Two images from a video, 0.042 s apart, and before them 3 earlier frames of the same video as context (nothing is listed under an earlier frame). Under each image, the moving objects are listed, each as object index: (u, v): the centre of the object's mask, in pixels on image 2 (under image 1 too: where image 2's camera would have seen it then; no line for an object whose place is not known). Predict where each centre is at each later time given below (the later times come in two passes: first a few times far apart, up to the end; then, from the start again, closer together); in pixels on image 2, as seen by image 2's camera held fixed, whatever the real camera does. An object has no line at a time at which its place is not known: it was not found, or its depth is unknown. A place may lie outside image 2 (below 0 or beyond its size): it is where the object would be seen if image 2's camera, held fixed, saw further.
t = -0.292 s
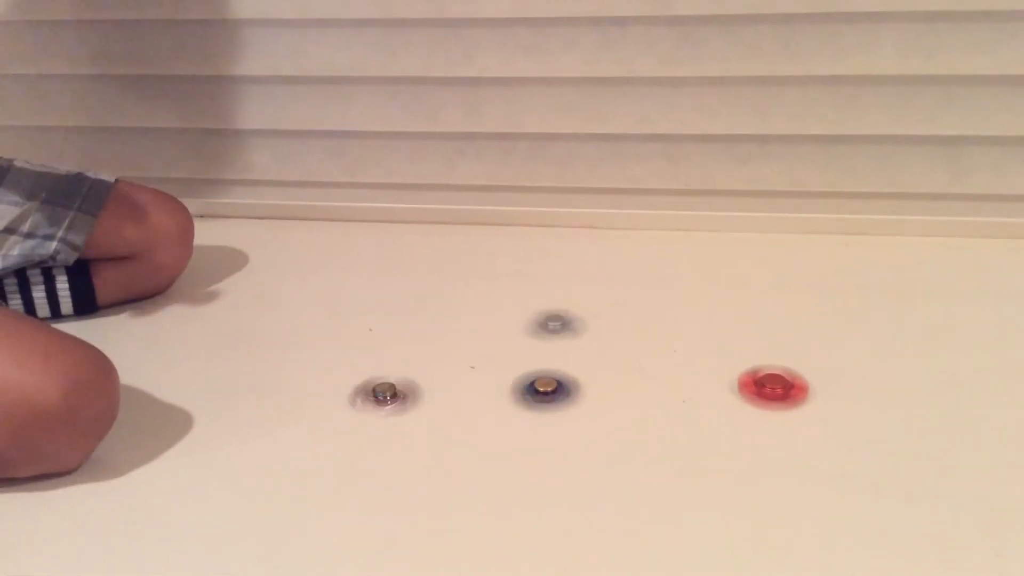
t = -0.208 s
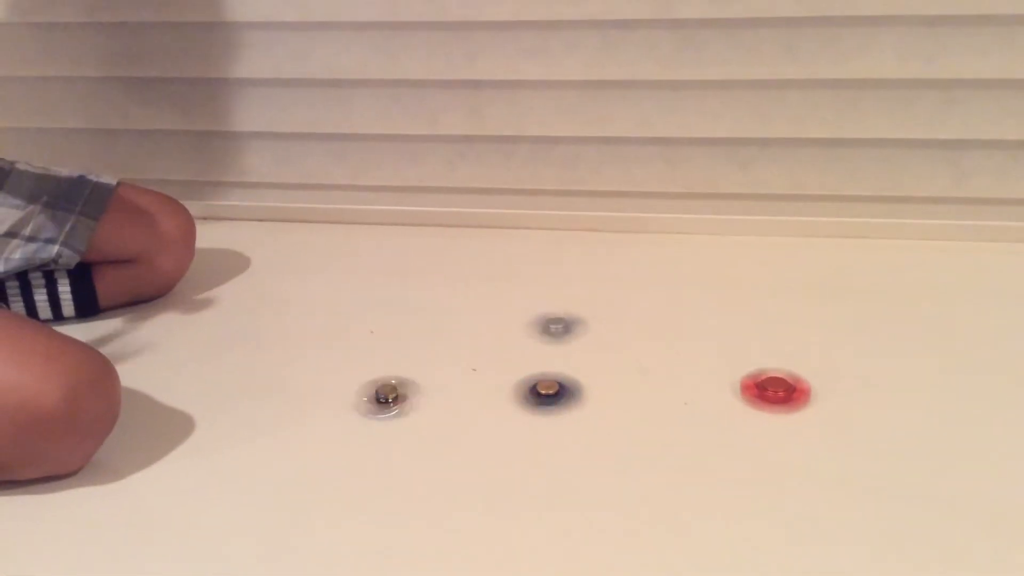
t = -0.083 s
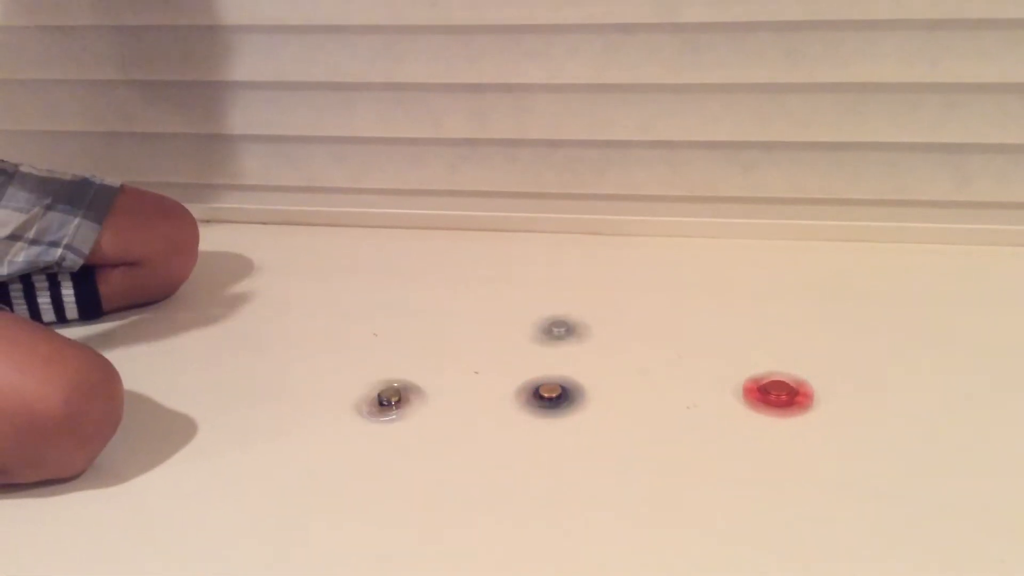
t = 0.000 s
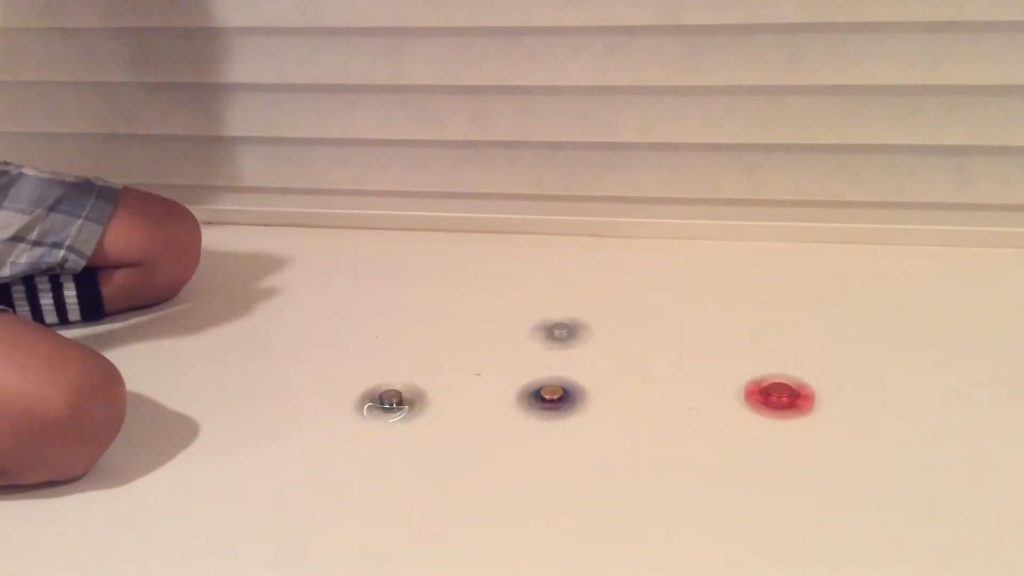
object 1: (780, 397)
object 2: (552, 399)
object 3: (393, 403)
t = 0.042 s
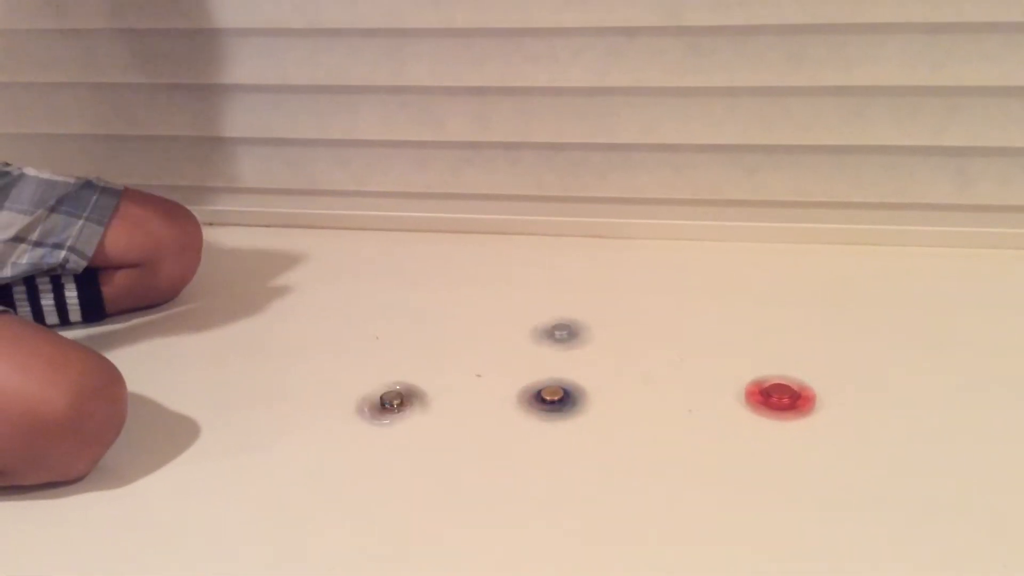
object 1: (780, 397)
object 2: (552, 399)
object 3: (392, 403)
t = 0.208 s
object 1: (780, 397)
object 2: (553, 399)
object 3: (393, 404)
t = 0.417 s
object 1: (780, 398)
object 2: (552, 399)
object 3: (392, 404)
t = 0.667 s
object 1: (780, 397)
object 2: (552, 398)
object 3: (392, 404)
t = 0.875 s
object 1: (780, 397)
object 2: (553, 399)
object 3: (392, 404)
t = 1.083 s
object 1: (779, 397)
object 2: (552, 399)
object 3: (392, 404)
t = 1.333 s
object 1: (780, 397)
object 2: (551, 398)
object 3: (391, 403)
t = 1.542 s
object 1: (780, 397)
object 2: (552, 399)
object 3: (392, 403)
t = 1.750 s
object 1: (780, 397)
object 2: (552, 399)
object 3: (391, 404)
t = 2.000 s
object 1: (780, 397)
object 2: (552, 399)
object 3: (392, 404)
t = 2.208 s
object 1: (780, 398)
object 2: (552, 399)
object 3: (393, 404)
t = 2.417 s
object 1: (780, 398)
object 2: (553, 400)
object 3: (392, 404)
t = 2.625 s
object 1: (781, 398)
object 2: (552, 400)
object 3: (393, 405)
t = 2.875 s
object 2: (552, 398)
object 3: (391, 404)
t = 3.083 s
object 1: (781, 397)
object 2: (553, 398)
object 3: (393, 403)
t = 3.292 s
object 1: (780, 396)
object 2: (552, 398)
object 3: (391, 402)
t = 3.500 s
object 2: (553, 398)
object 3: (393, 403)
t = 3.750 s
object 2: (553, 397)
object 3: (394, 402)
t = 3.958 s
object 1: (781, 397)
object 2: (554, 398)
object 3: (393, 404)
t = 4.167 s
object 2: (553, 398)
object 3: (393, 403)
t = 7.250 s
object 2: (553, 398)
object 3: (391, 403)
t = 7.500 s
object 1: (780, 397)
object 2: (553, 399)
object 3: (392, 404)
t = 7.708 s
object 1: (780, 397)
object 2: (552, 399)
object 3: (392, 404)
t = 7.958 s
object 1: (781, 397)
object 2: (552, 399)
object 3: (391, 405)
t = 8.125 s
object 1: (780, 397)
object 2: (552, 399)
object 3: (391, 404)
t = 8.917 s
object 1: (791, 389)
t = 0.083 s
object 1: (780, 397)
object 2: (552, 399)
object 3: (392, 404)
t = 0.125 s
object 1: (780, 397)
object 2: (552, 399)
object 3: (393, 404)
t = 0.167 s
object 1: (780, 397)
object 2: (553, 399)
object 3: (392, 403)
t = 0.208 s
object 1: (780, 397)
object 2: (553, 399)
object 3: (393, 404)
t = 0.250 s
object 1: (780, 397)
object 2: (552, 399)
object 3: (392, 404)
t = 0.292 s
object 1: (780, 397)
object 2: (552, 399)
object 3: (393, 403)
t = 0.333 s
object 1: (780, 398)
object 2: (552, 399)
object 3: (392, 404)
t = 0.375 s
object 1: (780, 397)
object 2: (552, 399)
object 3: (392, 404)
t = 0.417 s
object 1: (780, 398)
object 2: (552, 399)
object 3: (392, 404)
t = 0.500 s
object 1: (780, 397)
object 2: (552, 398)
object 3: (392, 403)
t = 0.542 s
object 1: (780, 397)
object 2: (552, 399)
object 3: (392, 403)
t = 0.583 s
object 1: (780, 397)
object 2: (553, 399)
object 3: (393, 404)
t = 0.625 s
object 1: (780, 397)
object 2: (553, 399)
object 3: (392, 402)
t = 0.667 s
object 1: (780, 397)
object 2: (552, 398)
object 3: (392, 404)
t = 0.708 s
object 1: (780, 397)
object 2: (554, 398)
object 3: (394, 403)
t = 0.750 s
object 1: (780, 397)
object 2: (553, 399)
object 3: (393, 403)
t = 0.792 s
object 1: (780, 397)
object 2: (553, 398)
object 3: (393, 404)
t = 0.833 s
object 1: (780, 397)
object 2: (552, 398)
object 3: (392, 403)
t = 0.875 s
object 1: (780, 397)
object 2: (553, 399)
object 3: (392, 404)
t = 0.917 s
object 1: (779, 397)
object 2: (552, 399)
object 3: (392, 404)
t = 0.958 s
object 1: (780, 397)
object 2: (552, 399)
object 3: (392, 404)
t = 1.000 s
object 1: (780, 397)
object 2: (552, 399)
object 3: (392, 404)
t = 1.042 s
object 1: (780, 397)
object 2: (552, 399)
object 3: (393, 404)
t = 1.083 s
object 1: (779, 397)
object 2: (552, 399)
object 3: (392, 404)
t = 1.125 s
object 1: (780, 397)
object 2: (552, 399)
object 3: (392, 404)
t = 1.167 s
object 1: (780, 397)
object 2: (552, 399)
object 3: (392, 404)
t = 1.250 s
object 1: (780, 396)
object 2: (553, 398)
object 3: (391, 404)
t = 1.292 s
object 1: (780, 397)
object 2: (553, 399)
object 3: (391, 404)
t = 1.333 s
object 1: (780, 397)
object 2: (551, 398)
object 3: (391, 403)
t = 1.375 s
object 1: (781, 397)
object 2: (552, 398)
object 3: (392, 404)
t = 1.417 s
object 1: (780, 397)
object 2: (552, 399)
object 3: (392, 404)
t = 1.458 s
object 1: (781, 397)
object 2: (552, 399)
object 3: (392, 404)
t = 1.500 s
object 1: (780, 397)
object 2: (552, 399)
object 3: (391, 405)
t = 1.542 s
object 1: (780, 397)
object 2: (552, 399)
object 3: (392, 403)
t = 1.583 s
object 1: (780, 397)
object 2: (552, 399)
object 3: (392, 404)
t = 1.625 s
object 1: (780, 397)
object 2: (552, 399)
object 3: (392, 404)
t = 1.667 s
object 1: (780, 397)
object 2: (553, 399)
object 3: (392, 404)
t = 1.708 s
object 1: (780, 397)
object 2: (553, 399)
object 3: (393, 403)
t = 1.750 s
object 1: (780, 397)
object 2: (552, 399)
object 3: (391, 404)
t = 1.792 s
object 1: (780, 397)
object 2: (552, 399)
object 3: (393, 404)
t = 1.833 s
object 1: (780, 397)
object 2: (553, 399)
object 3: (392, 404)
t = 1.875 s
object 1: (780, 397)
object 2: (552, 399)
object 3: (392, 404)
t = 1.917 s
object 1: (780, 397)
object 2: (552, 399)
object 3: (392, 404)
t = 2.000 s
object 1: (780, 397)
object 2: (552, 399)
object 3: (392, 404)
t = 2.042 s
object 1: (781, 398)
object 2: (552, 399)
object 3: (392, 404)
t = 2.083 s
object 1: (780, 398)
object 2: (553, 399)
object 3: (393, 404)
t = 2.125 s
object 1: (780, 398)
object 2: (552, 399)
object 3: (391, 404)
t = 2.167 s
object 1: (780, 398)
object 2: (552, 399)
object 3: (392, 405)
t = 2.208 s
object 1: (780, 398)
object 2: (552, 399)
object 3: (393, 404)
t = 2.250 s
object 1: (780, 398)
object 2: (553, 399)
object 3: (392, 404)
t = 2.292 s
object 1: (780, 398)
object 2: (552, 399)
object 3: (392, 404)
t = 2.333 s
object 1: (780, 398)
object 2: (553, 399)
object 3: (393, 404)
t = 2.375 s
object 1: (779, 398)
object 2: (552, 399)
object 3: (392, 404)
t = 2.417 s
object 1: (780, 398)
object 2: (553, 400)
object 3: (392, 404)
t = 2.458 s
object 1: (781, 399)
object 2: (552, 399)
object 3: (391, 404)
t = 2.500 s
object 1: (781, 398)
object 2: (553, 400)
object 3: (393, 405)
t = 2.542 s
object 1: (781, 398)
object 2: (553, 399)
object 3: (394, 403)
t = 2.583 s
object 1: (781, 398)
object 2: (552, 399)
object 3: (391, 404)
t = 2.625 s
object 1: (781, 398)
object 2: (552, 400)
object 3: (393, 405)
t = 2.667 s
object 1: (781, 398)
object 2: (553, 399)
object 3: (393, 403)
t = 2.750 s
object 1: (781, 396)
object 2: (553, 398)
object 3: (390, 404)
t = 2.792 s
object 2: (553, 398)
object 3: (393, 402)
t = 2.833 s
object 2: (552, 397)
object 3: (390, 402)
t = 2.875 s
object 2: (552, 398)
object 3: (391, 404)
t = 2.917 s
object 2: (552, 398)
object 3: (391, 403)
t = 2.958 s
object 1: (781, 396)
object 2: (553, 398)
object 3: (392, 403)
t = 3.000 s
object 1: (780, 396)
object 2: (553, 398)
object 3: (392, 402)
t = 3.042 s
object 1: (780, 397)
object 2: (553, 398)
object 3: (391, 403)
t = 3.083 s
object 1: (781, 397)
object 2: (553, 398)
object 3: (393, 403)
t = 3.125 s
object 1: (781, 396)
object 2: (553, 398)
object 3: (392, 403)
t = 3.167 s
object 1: (780, 396)
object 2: (552, 398)
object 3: (391, 403)
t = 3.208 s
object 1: (779, 396)
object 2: (552, 398)
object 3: (391, 403)
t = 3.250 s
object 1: (780, 396)
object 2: (553, 398)
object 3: (392, 402)
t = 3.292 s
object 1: (780, 396)
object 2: (552, 398)
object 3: (391, 402)
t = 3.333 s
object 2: (552, 398)
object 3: (391, 403)
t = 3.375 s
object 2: (552, 398)
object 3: (391, 402)
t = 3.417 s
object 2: (552, 398)
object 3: (392, 402)
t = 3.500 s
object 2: (553, 398)
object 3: (393, 403)
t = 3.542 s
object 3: (393, 402)
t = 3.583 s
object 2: (553, 398)
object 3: (392, 403)
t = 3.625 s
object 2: (553, 397)
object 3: (393, 402)
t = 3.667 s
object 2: (553, 398)
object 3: (394, 403)
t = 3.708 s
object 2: (553, 398)
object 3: (393, 403)
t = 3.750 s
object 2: (553, 397)
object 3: (394, 402)
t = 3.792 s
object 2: (553, 398)
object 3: (392, 403)
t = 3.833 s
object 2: (553, 398)
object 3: (392, 403)
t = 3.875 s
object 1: (781, 397)
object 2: (553, 398)
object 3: (393, 403)
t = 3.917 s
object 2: (554, 398)
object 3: (393, 403)
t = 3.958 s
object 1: (781, 397)
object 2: (554, 398)
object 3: (393, 404)
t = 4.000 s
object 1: (780, 397)
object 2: (554, 398)
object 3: (394, 402)
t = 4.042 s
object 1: (781, 397)
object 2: (553, 398)
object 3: (393, 402)
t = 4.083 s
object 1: (781, 397)
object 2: (553, 398)
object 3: (392, 403)
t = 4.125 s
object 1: (781, 396)
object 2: (553, 398)
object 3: (391, 403)
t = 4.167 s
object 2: (553, 398)
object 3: (393, 403)
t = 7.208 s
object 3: (392, 403)
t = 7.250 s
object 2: (553, 398)
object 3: (391, 403)
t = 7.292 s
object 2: (554, 398)
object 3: (393, 402)
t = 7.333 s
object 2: (553, 399)
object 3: (392, 403)
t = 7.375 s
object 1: (780, 397)
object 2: (553, 398)
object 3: (392, 404)
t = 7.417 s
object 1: (780, 397)
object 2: (553, 399)
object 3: (394, 403)
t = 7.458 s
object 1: (780, 397)
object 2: (554, 399)
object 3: (391, 403)
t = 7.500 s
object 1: (780, 397)
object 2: (553, 399)
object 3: (392, 404)
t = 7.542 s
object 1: (780, 397)
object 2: (553, 399)
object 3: (391, 404)
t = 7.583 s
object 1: (780, 397)
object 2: (553, 399)
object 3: (392, 404)
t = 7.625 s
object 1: (781, 397)
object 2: (553, 399)
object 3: (391, 404)
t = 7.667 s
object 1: (780, 397)
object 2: (552, 399)
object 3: (391, 404)
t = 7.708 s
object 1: (780, 397)
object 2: (552, 399)
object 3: (392, 404)
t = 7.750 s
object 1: (781, 397)
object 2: (553, 399)
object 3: (390, 404)
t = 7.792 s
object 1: (781, 397)
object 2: (553, 399)
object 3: (391, 404)
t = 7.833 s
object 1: (781, 397)
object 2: (552, 399)
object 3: (391, 404)
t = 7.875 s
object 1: (780, 397)
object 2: (552, 399)
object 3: (390, 404)
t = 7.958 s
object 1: (781, 397)
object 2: (552, 399)
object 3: (391, 405)
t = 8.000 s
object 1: (780, 397)
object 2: (552, 399)
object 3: (390, 404)
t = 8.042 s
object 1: (781, 397)
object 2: (553, 399)
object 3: (392, 404)
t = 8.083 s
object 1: (781, 397)
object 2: (552, 400)
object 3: (390, 405)
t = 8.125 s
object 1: (780, 397)
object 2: (552, 399)
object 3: (391, 404)
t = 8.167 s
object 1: (780, 397)
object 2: (552, 400)
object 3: (391, 405)
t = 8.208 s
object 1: (781, 397)
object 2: (553, 399)
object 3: (390, 404)
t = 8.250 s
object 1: (781, 399)
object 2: (551, 401)
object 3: (388, 406)
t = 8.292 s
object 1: (781, 399)
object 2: (550, 402)
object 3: (389, 407)
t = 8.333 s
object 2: (549, 403)
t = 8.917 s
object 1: (791, 389)
